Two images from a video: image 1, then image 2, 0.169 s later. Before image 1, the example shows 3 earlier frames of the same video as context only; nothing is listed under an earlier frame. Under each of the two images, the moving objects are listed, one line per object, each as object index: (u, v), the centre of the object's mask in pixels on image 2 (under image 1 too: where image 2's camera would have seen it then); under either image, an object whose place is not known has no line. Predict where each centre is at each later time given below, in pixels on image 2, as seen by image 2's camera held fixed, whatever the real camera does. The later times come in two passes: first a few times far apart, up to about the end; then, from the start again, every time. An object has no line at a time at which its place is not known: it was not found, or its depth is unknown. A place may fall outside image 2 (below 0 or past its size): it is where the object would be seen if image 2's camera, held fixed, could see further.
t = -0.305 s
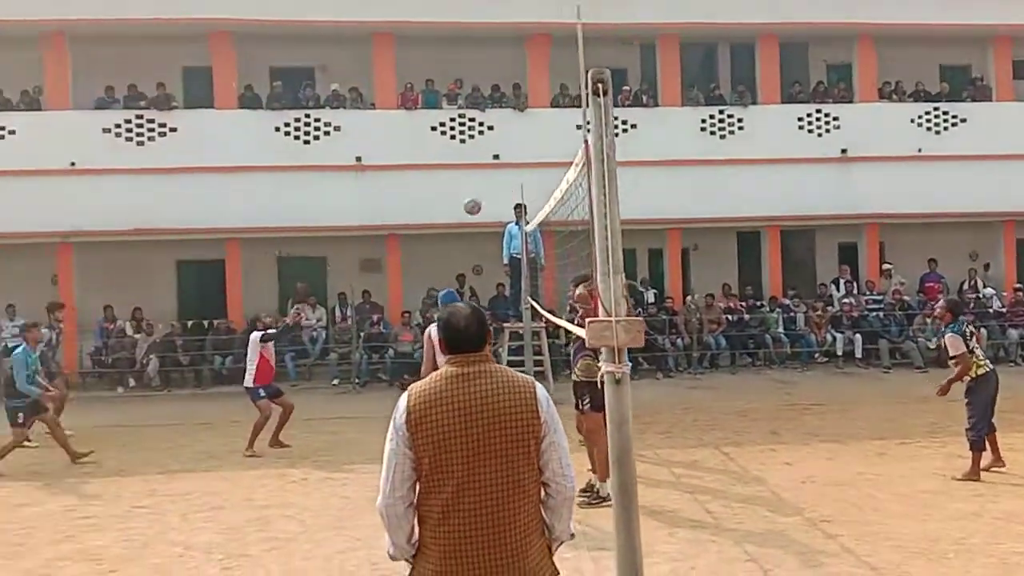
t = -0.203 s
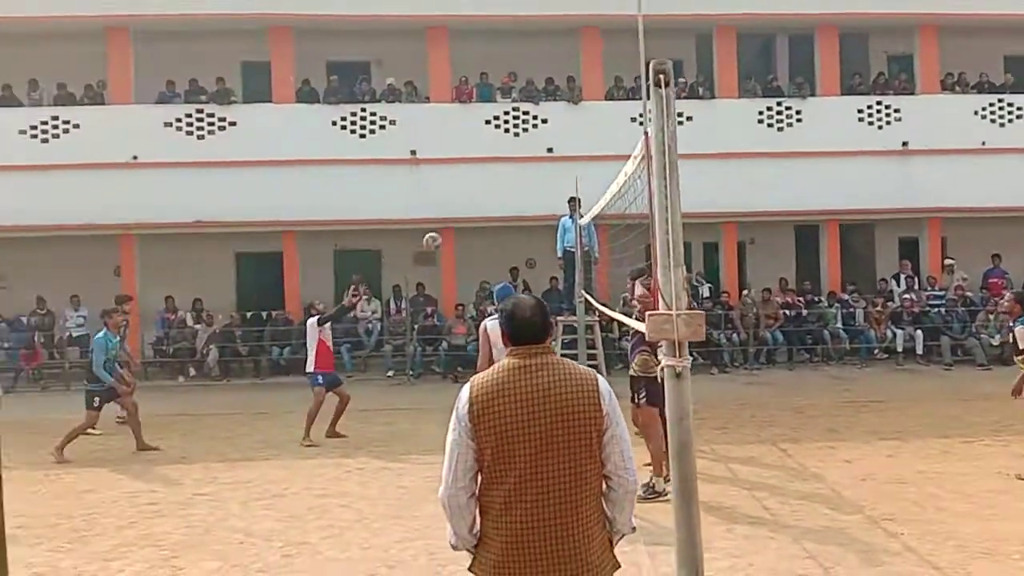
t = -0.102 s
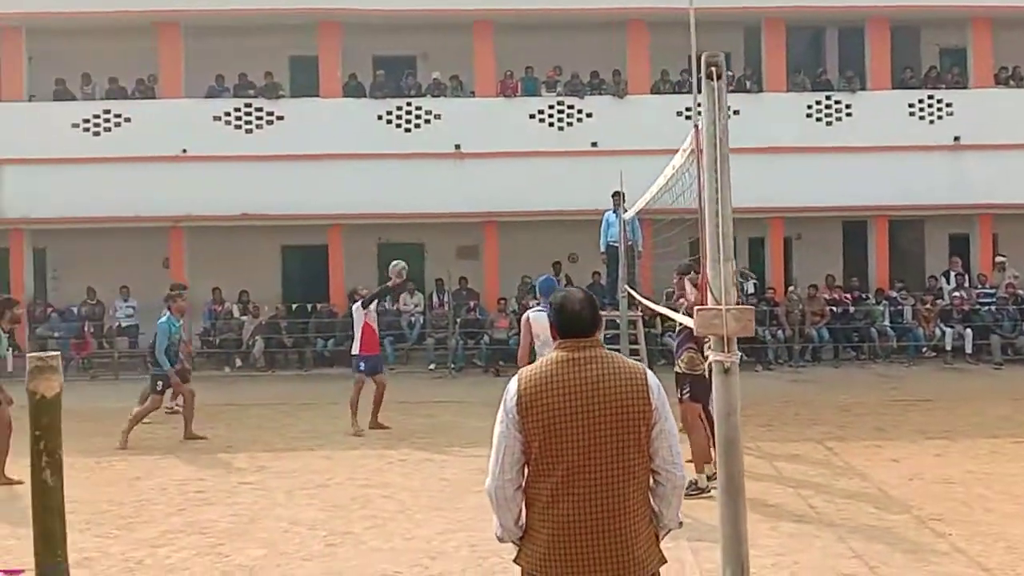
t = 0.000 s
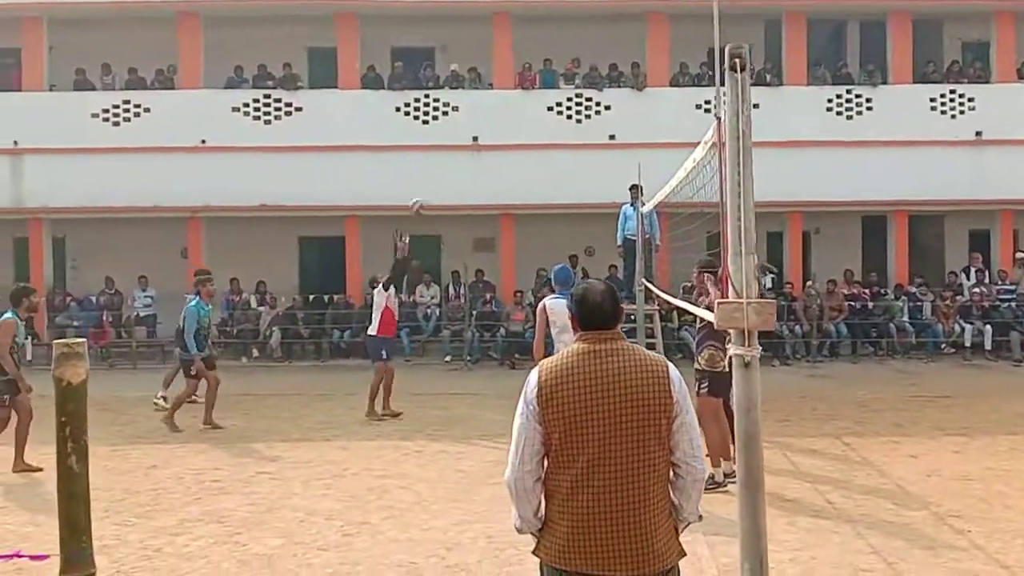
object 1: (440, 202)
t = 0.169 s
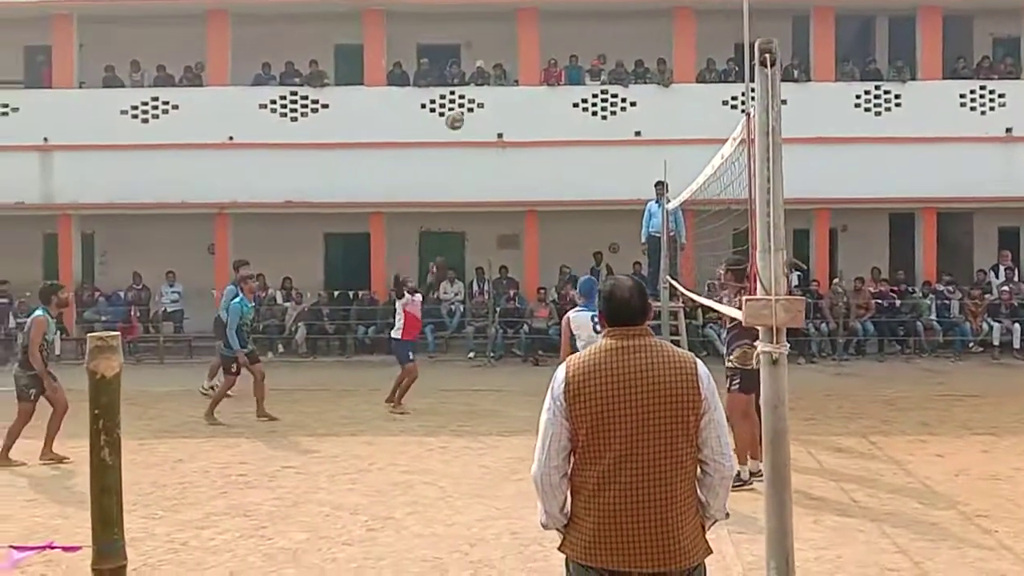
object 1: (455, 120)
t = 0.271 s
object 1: (461, 79)
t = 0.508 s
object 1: (476, 18)
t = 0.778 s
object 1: (500, 12)
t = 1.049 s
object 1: (525, 82)
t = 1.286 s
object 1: (547, 206)
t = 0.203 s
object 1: (457, 106)
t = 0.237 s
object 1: (458, 92)
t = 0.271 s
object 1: (461, 79)
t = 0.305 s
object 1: (462, 67)
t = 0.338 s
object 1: (464, 57)
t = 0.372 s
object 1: (467, 46)
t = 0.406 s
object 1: (469, 37)
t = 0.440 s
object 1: (471, 30)
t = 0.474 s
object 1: (473, 23)
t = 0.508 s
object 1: (476, 18)
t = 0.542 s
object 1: (479, 13)
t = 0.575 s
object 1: (481, 9)
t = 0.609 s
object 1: (484, 7)
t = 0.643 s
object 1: (486, 5)
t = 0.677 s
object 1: (489, 7)
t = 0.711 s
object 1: (492, 7)
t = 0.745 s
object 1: (496, 9)
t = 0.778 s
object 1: (500, 12)
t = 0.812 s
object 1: (503, 16)
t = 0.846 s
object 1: (506, 22)
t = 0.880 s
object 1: (509, 29)
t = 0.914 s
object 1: (512, 37)
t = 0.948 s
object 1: (515, 45)
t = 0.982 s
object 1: (518, 56)
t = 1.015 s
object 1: (521, 68)
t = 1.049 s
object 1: (525, 82)
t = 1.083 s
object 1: (530, 97)
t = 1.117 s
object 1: (533, 113)
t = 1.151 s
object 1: (537, 129)
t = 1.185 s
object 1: (539, 147)
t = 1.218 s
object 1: (543, 167)
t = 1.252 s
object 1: (547, 188)
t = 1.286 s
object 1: (547, 206)
